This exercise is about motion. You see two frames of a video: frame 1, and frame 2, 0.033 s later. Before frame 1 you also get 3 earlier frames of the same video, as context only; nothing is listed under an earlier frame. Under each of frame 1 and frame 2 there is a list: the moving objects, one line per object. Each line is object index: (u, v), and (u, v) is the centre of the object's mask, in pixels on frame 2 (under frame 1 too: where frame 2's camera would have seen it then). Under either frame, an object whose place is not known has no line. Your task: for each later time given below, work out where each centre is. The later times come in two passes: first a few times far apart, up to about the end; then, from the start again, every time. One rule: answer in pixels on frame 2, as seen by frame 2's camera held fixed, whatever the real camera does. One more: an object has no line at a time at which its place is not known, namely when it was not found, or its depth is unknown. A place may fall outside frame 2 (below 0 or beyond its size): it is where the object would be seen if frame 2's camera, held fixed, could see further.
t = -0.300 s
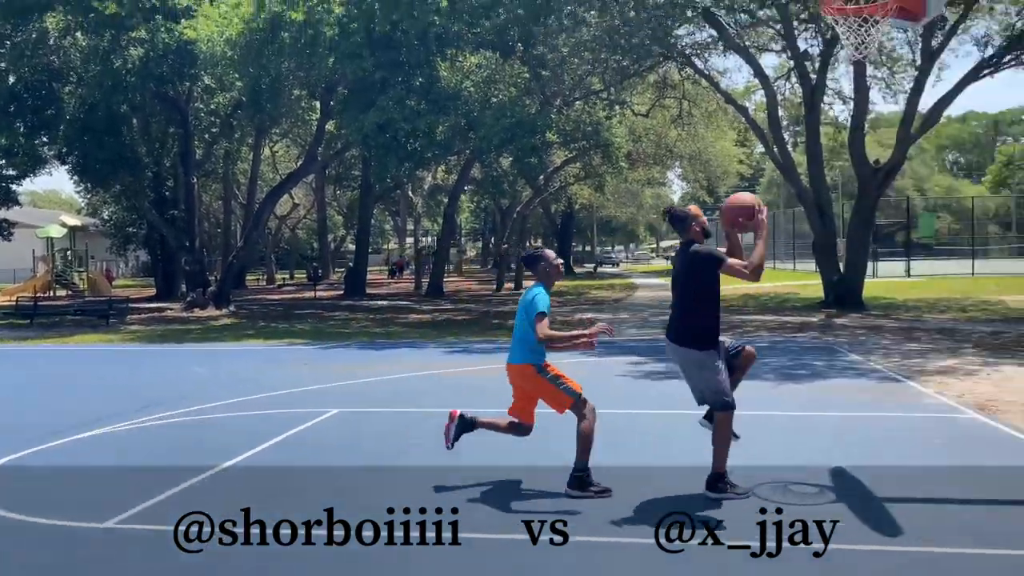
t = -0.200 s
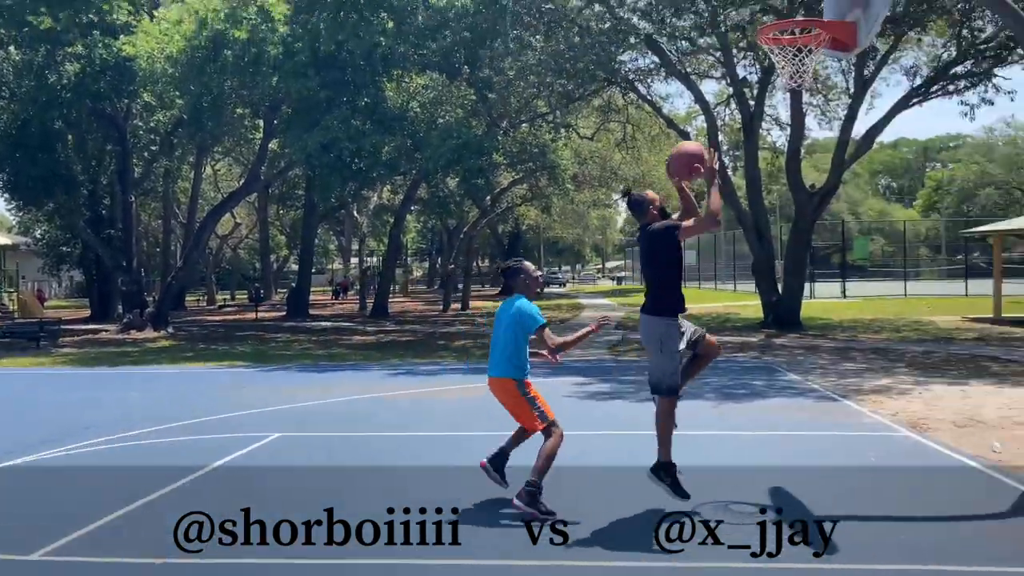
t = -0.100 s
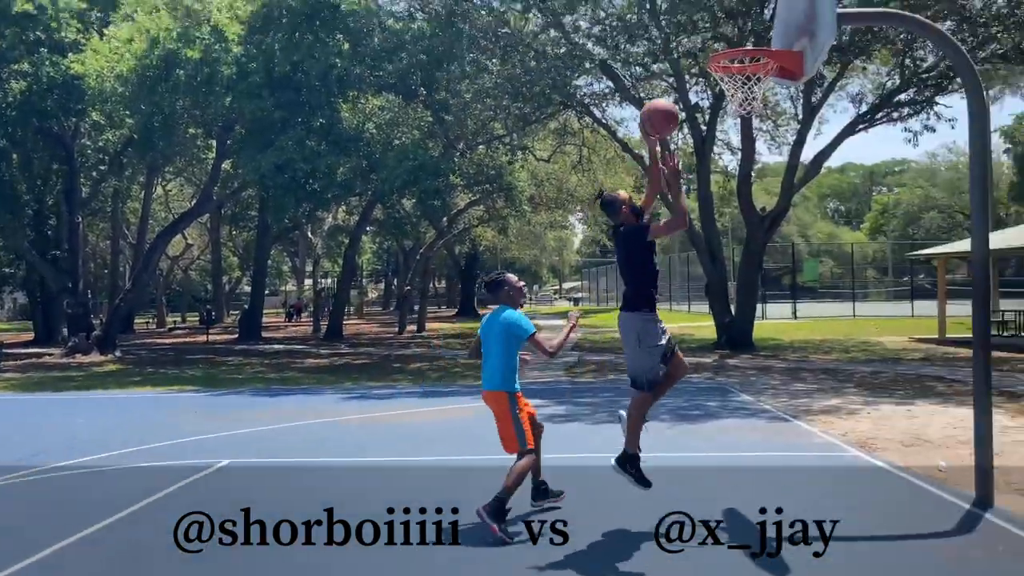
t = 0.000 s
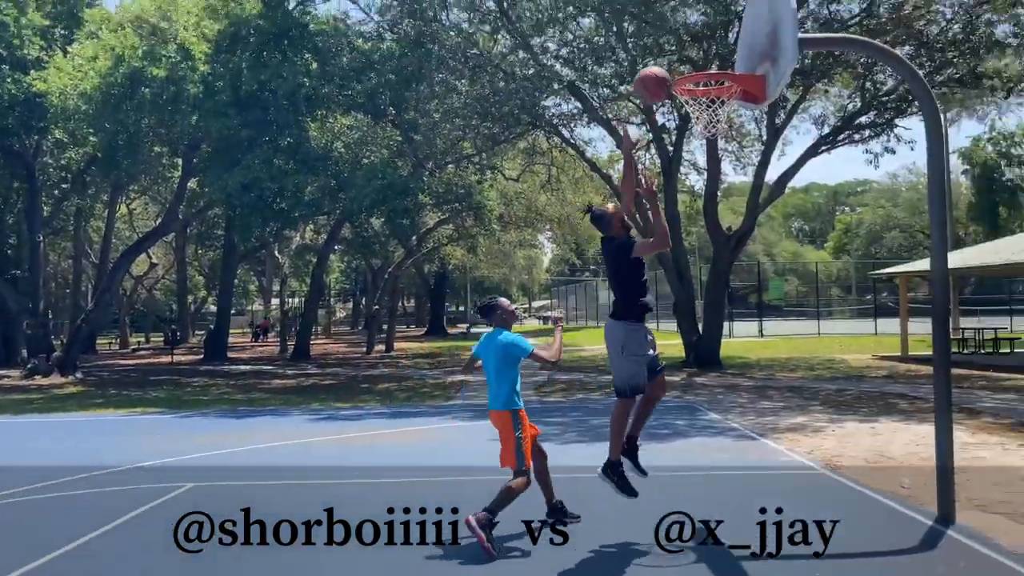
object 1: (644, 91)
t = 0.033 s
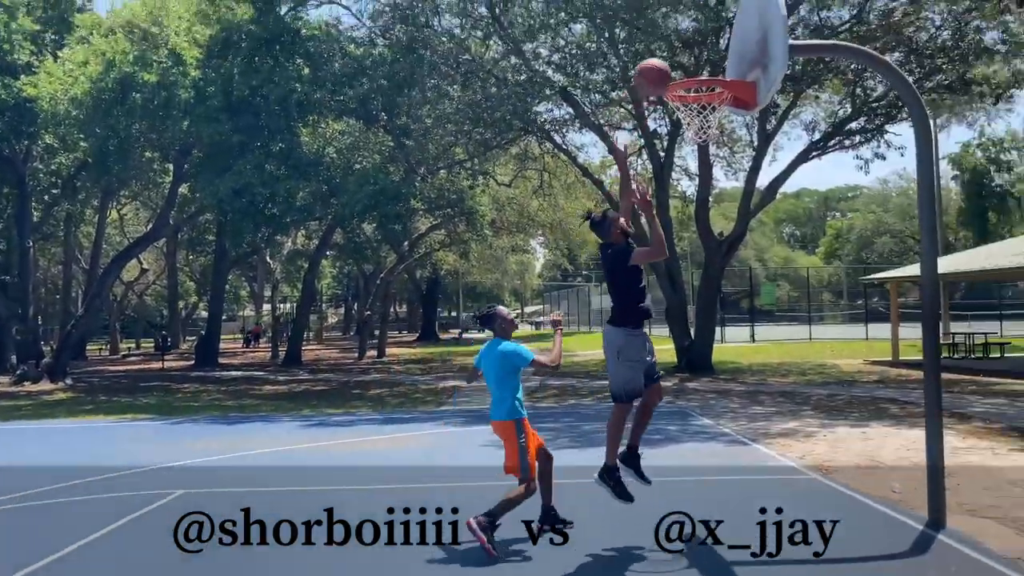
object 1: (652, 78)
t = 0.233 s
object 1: (703, 30)
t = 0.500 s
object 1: (727, 55)
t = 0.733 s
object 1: (674, 69)
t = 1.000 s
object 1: (644, 71)
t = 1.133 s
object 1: (630, 104)
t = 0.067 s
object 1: (660, 66)
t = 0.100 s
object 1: (670, 55)
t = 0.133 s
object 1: (678, 46)
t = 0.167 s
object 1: (686, 39)
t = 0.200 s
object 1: (694, 34)
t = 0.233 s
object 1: (703, 30)
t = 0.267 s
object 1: (711, 28)
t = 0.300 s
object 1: (719, 28)
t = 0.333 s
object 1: (727, 29)
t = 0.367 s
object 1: (734, 31)
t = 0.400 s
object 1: (742, 36)
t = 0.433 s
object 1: (742, 41)
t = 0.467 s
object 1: (735, 47)
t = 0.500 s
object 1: (727, 55)
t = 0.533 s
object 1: (720, 63)
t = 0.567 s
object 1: (712, 61)
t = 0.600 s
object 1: (704, 60)
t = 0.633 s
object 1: (697, 61)
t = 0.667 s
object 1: (690, 63)
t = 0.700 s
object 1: (682, 66)
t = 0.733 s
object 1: (674, 69)
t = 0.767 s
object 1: (670, 68)
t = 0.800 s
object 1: (666, 65)
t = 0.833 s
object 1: (663, 62)
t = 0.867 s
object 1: (659, 62)
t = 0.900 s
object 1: (655, 62)
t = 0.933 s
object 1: (651, 64)
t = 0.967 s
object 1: (648, 67)
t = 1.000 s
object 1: (644, 71)
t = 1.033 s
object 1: (641, 77)
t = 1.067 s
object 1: (637, 85)
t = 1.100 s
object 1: (634, 94)
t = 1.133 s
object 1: (630, 104)
